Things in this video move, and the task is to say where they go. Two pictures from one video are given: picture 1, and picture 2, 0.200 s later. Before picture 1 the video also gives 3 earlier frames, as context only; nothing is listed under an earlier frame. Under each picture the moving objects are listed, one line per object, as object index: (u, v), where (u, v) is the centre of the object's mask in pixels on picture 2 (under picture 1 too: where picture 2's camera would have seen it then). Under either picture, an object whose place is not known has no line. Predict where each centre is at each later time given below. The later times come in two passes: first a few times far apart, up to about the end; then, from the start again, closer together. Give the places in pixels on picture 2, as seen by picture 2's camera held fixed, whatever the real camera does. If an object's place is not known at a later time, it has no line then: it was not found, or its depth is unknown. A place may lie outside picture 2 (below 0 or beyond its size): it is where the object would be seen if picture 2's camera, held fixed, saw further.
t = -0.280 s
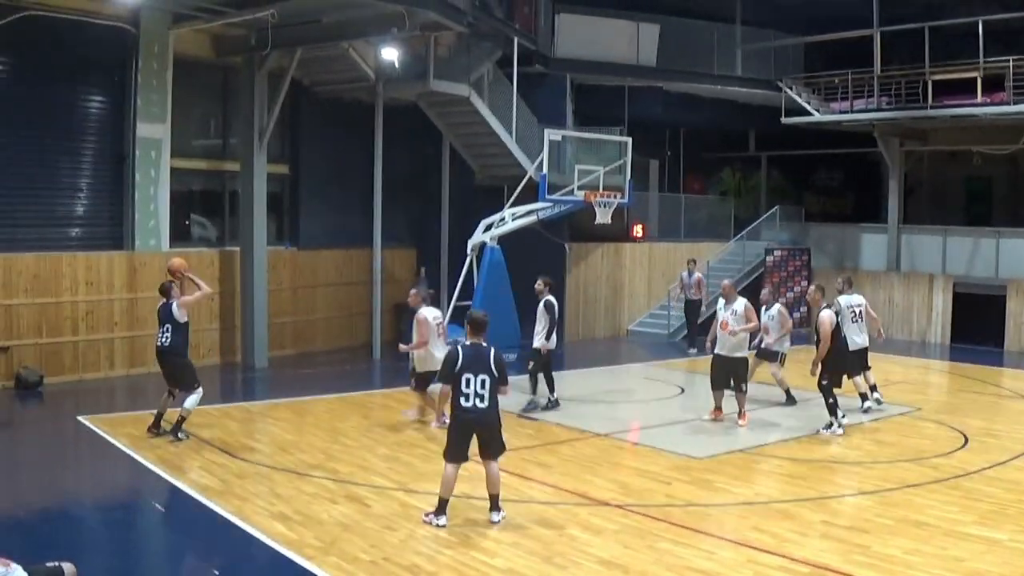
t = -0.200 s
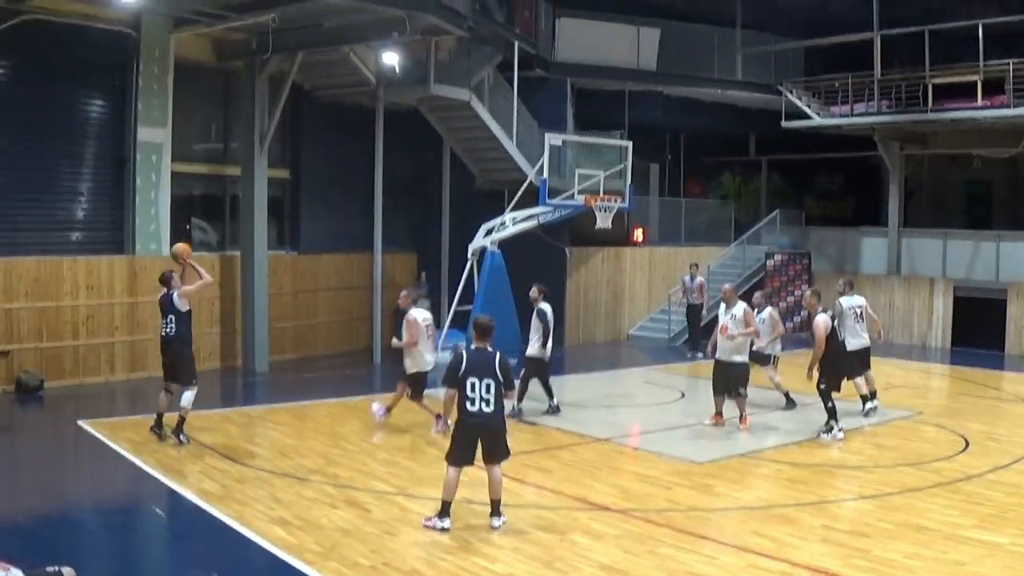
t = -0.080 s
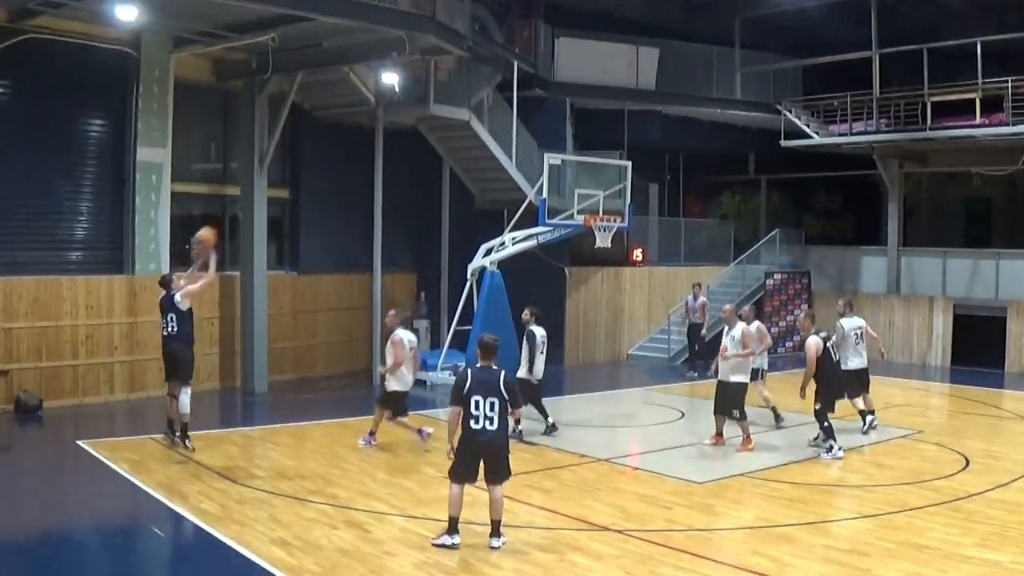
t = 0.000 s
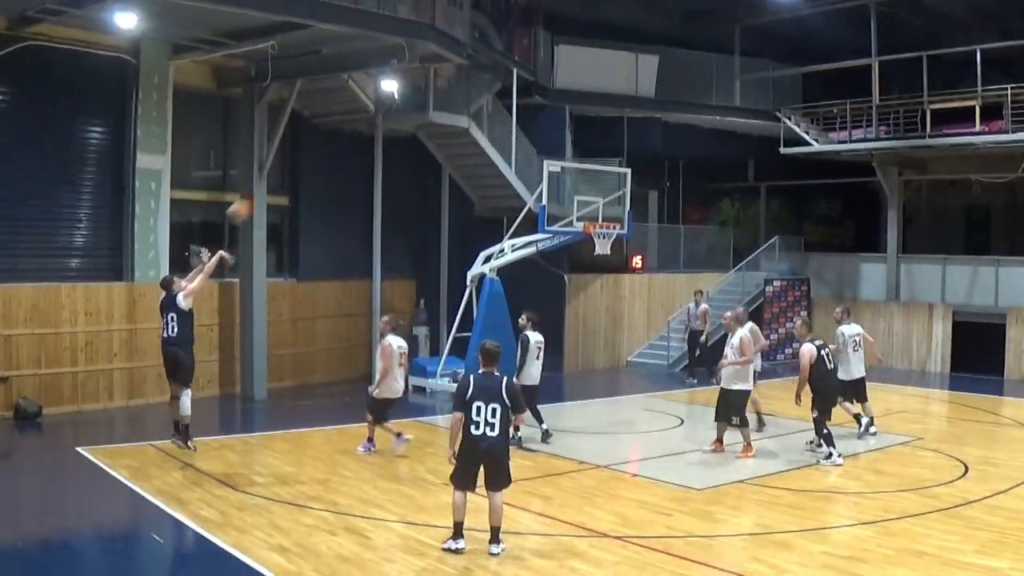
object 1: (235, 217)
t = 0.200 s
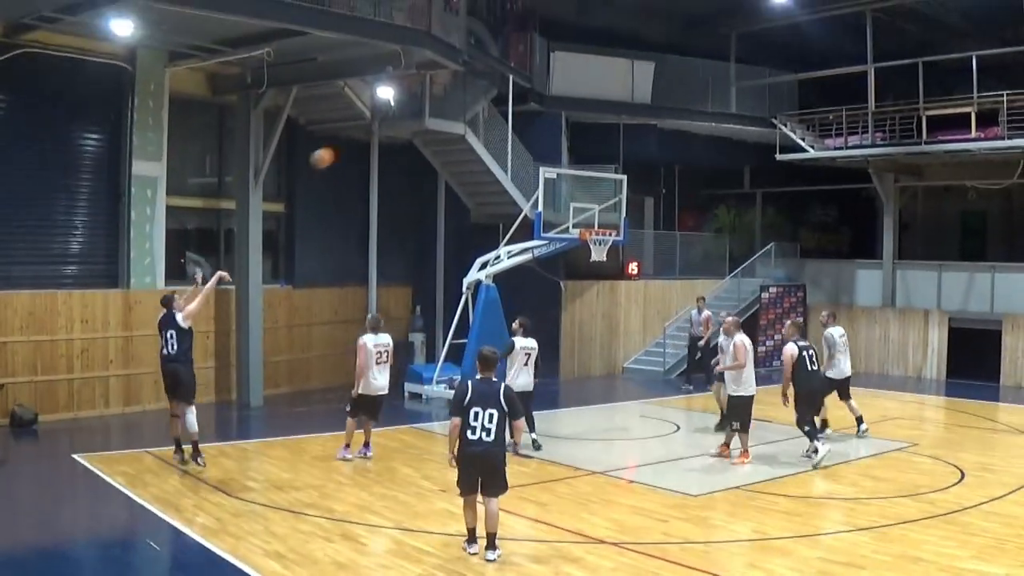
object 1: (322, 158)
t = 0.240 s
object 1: (338, 150)
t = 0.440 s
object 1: (415, 130)
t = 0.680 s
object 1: (494, 145)
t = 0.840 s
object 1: (542, 174)
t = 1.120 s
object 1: (608, 248)
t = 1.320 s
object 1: (613, 272)
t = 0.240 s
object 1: (338, 150)
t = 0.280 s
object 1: (354, 144)
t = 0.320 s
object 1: (370, 139)
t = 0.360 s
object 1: (387, 134)
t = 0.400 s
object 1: (401, 132)
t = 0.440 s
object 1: (415, 130)
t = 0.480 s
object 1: (429, 130)
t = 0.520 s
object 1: (444, 131)
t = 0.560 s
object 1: (458, 132)
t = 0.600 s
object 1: (470, 137)
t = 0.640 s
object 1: (484, 140)
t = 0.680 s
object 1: (494, 145)
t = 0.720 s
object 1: (507, 151)
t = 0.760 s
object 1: (520, 157)
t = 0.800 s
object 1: (532, 165)
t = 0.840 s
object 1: (542, 174)
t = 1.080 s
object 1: (606, 238)
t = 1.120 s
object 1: (608, 248)
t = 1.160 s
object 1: (610, 251)
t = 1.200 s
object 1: (612, 255)
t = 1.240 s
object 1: (612, 260)
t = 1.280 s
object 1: (613, 265)
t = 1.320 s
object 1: (613, 272)
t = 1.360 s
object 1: (615, 280)
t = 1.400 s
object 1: (615, 289)
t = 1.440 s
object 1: (616, 300)
